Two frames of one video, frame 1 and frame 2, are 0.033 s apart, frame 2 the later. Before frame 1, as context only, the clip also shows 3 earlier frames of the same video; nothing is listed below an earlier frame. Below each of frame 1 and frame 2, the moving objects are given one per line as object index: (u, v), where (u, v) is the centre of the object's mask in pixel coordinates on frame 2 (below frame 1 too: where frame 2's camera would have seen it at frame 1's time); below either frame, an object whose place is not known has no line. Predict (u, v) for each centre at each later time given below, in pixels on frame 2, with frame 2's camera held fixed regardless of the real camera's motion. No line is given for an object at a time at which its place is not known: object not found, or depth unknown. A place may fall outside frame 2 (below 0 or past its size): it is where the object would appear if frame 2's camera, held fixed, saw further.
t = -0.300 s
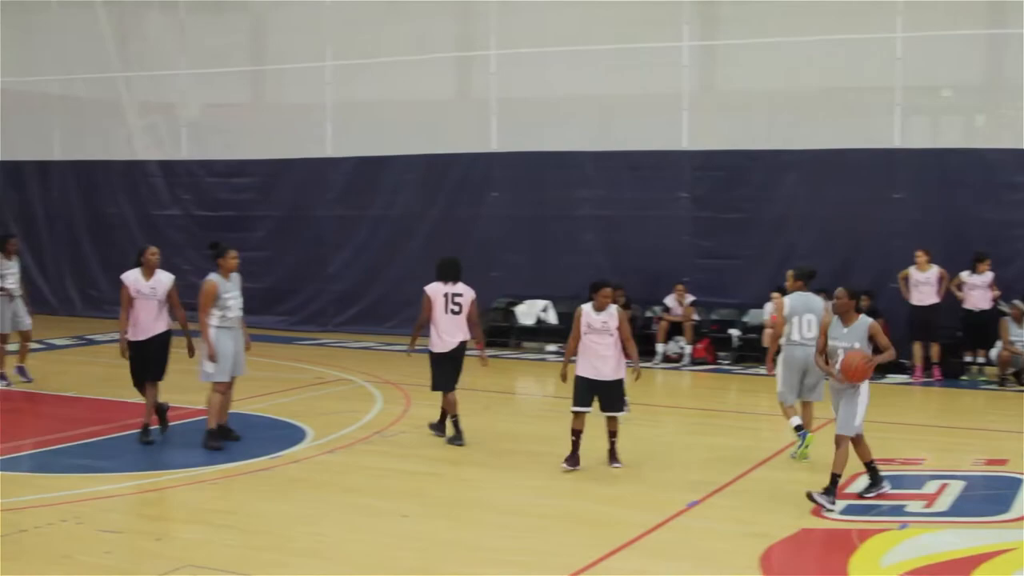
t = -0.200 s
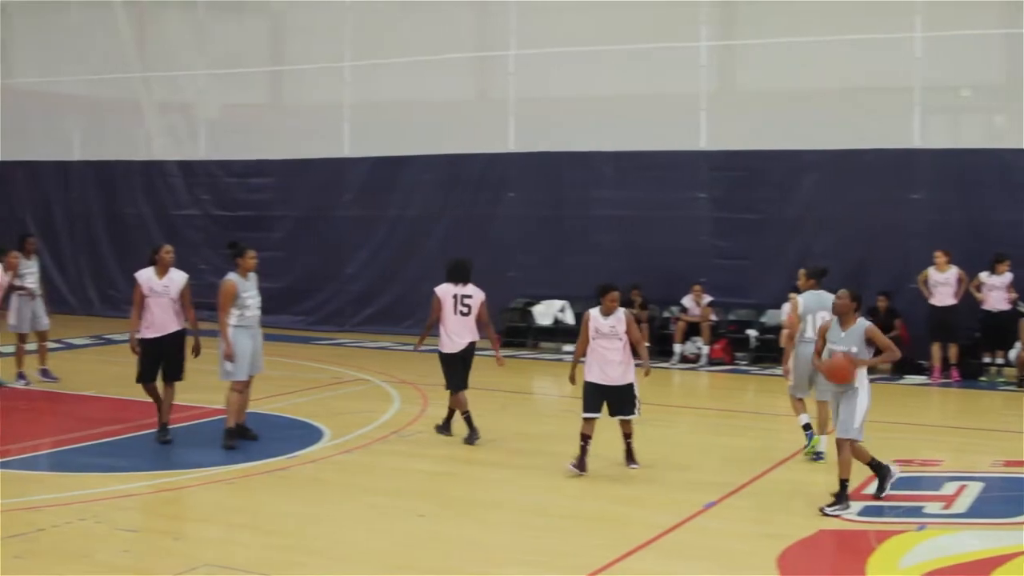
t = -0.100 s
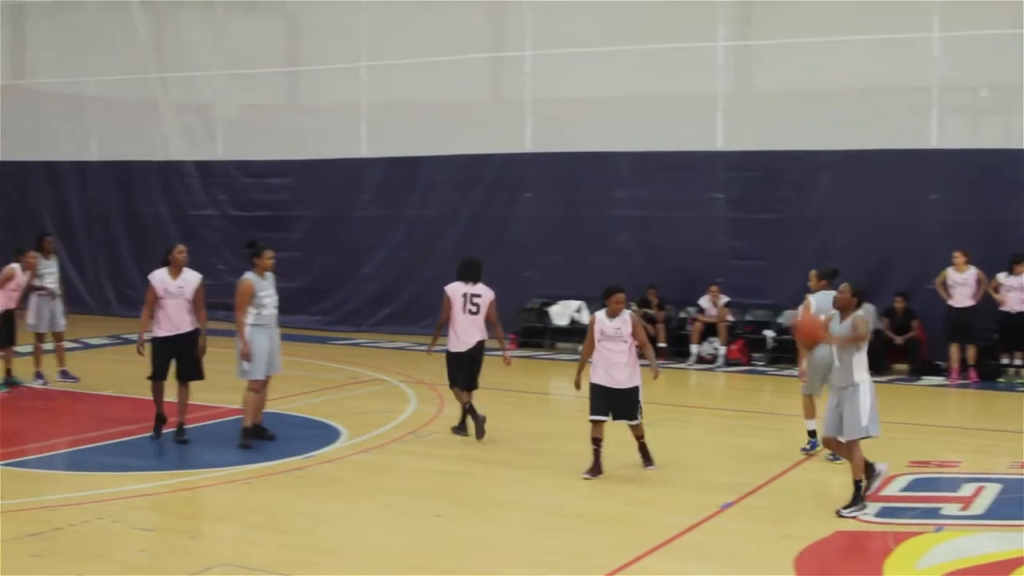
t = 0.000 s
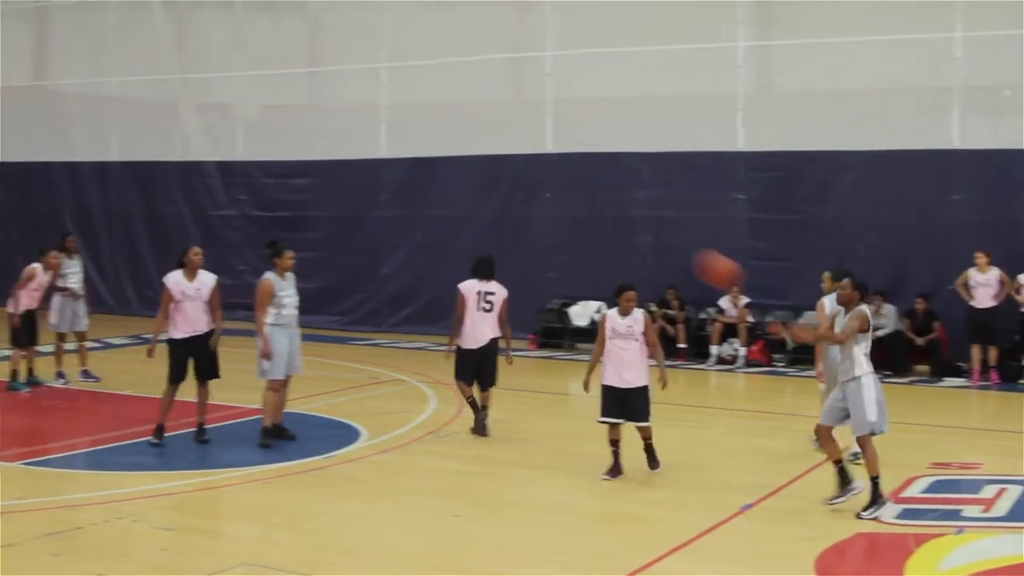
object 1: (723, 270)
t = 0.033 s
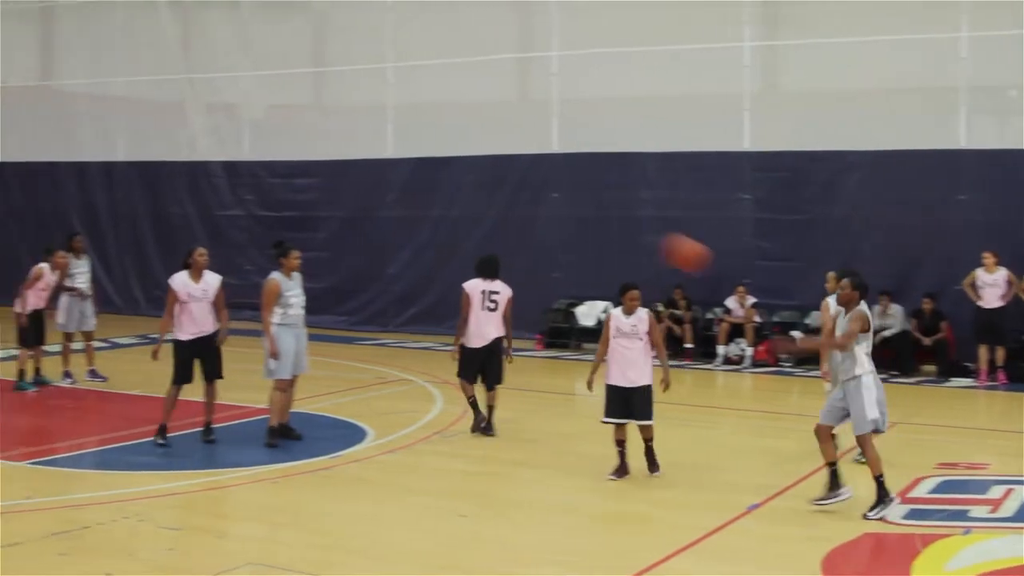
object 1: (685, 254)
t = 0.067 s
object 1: (646, 238)
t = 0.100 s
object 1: (607, 223)
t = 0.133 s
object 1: (568, 210)
